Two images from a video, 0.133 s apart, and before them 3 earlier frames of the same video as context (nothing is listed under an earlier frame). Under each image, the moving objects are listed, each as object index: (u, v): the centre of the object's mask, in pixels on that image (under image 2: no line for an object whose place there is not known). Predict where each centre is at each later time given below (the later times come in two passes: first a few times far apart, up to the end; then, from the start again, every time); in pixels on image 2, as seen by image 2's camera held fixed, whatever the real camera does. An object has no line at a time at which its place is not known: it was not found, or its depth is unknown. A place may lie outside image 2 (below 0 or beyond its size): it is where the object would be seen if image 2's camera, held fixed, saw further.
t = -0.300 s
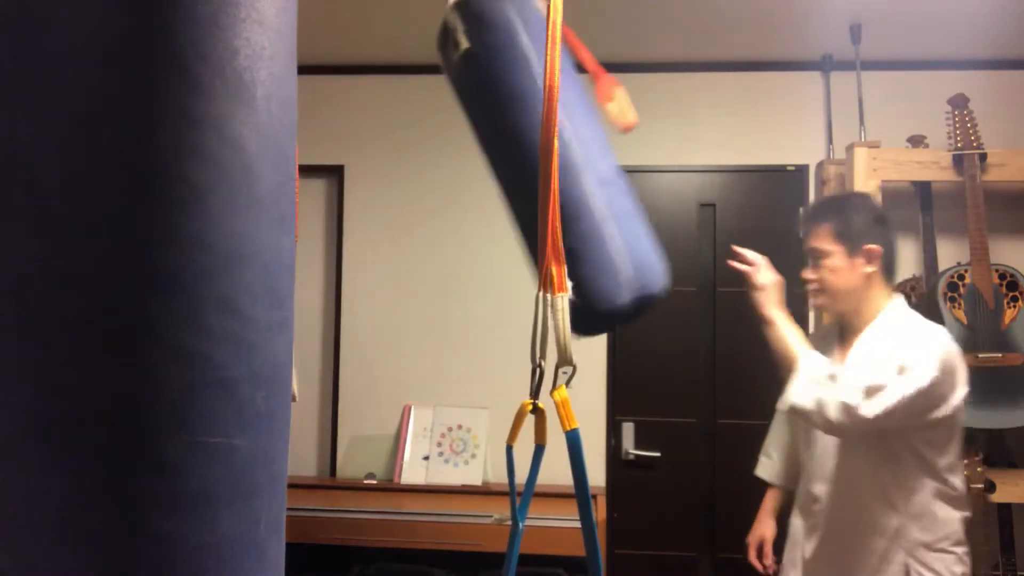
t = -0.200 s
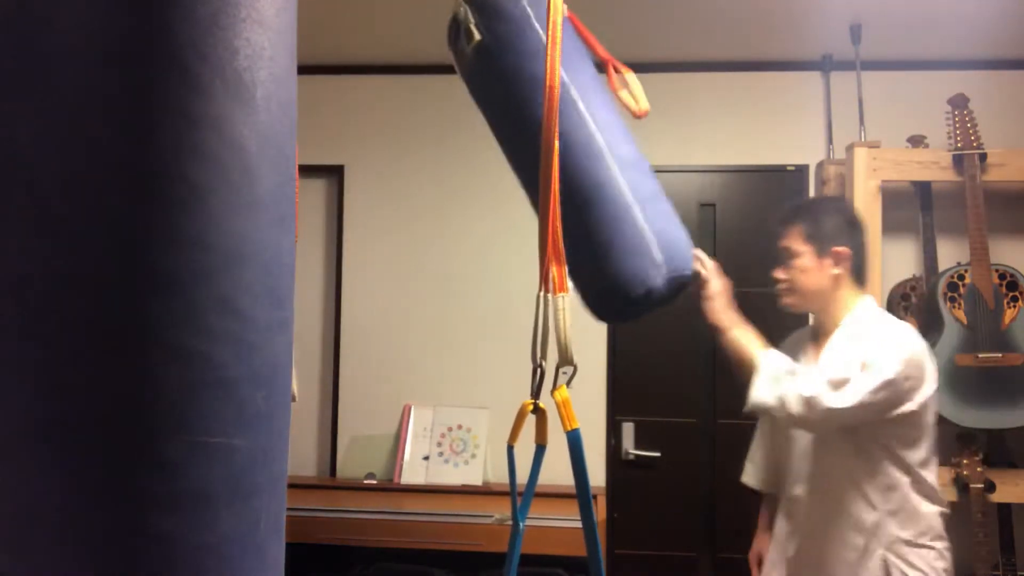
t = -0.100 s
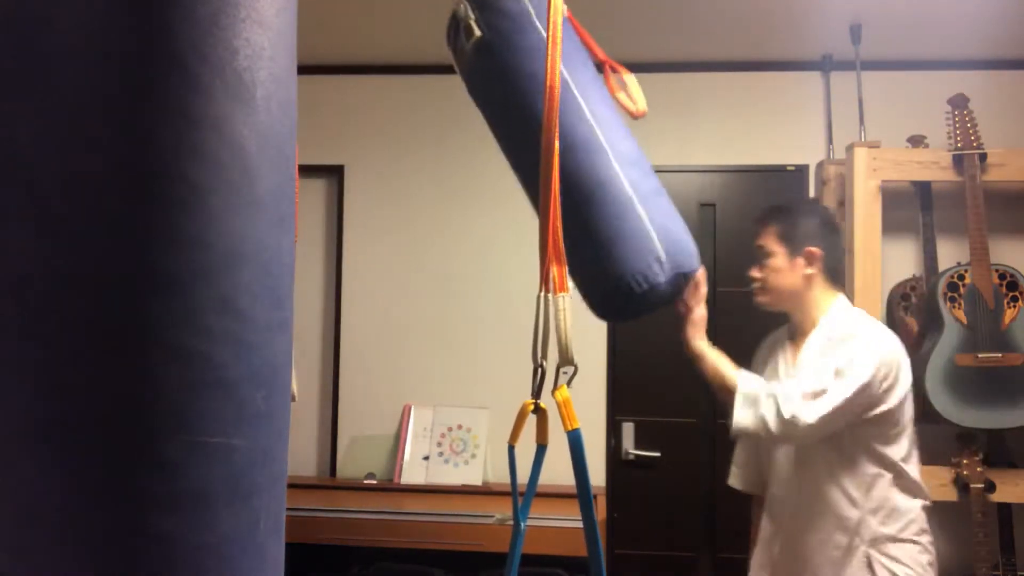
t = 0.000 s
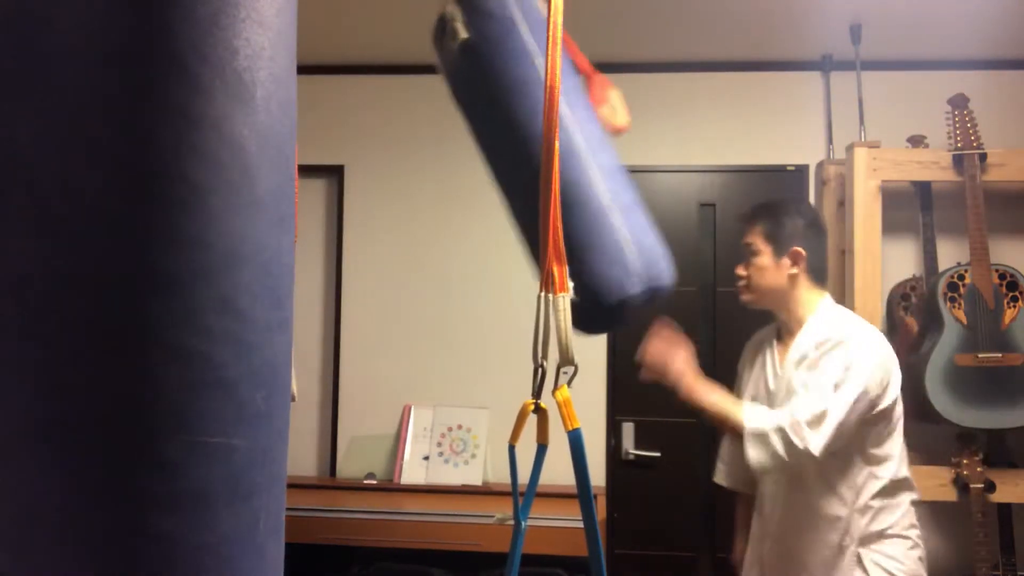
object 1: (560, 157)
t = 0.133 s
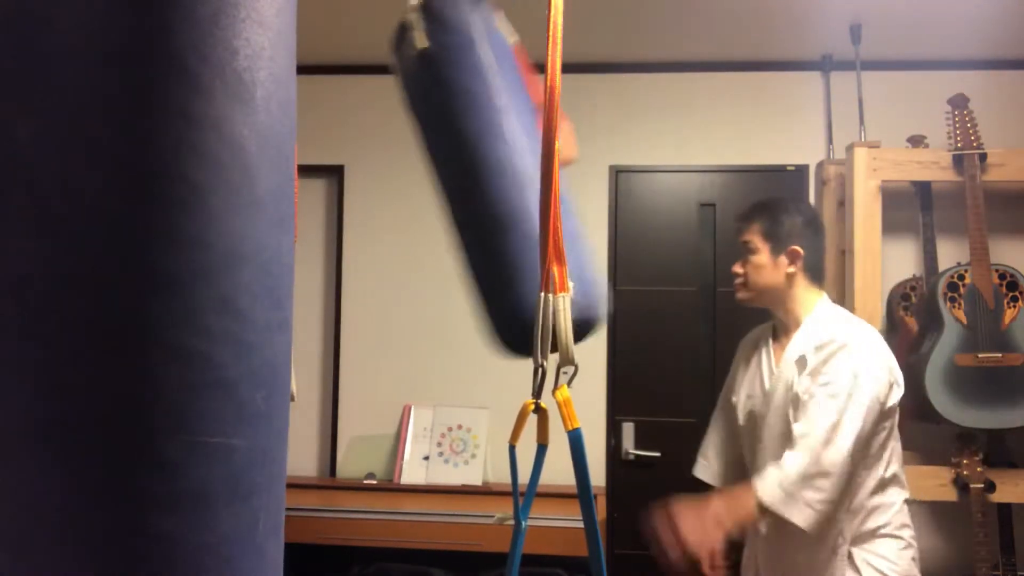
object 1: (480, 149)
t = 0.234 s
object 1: (442, 187)
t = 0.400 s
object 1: (344, 192)
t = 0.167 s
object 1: (470, 166)
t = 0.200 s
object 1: (458, 180)
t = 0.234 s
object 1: (442, 187)
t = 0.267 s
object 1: (421, 192)
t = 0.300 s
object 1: (400, 194)
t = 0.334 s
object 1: (379, 197)
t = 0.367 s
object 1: (358, 199)
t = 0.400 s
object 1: (344, 192)
